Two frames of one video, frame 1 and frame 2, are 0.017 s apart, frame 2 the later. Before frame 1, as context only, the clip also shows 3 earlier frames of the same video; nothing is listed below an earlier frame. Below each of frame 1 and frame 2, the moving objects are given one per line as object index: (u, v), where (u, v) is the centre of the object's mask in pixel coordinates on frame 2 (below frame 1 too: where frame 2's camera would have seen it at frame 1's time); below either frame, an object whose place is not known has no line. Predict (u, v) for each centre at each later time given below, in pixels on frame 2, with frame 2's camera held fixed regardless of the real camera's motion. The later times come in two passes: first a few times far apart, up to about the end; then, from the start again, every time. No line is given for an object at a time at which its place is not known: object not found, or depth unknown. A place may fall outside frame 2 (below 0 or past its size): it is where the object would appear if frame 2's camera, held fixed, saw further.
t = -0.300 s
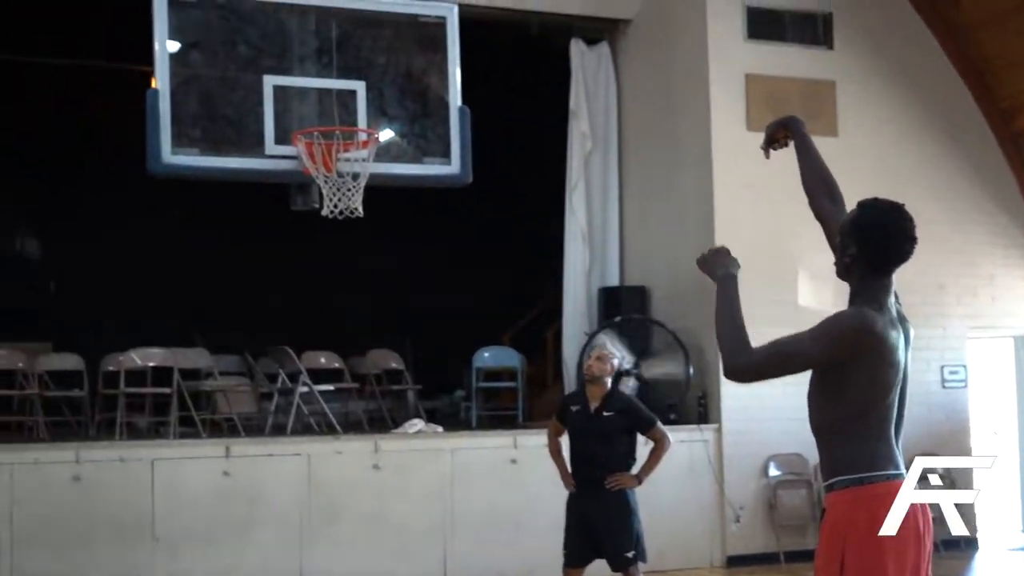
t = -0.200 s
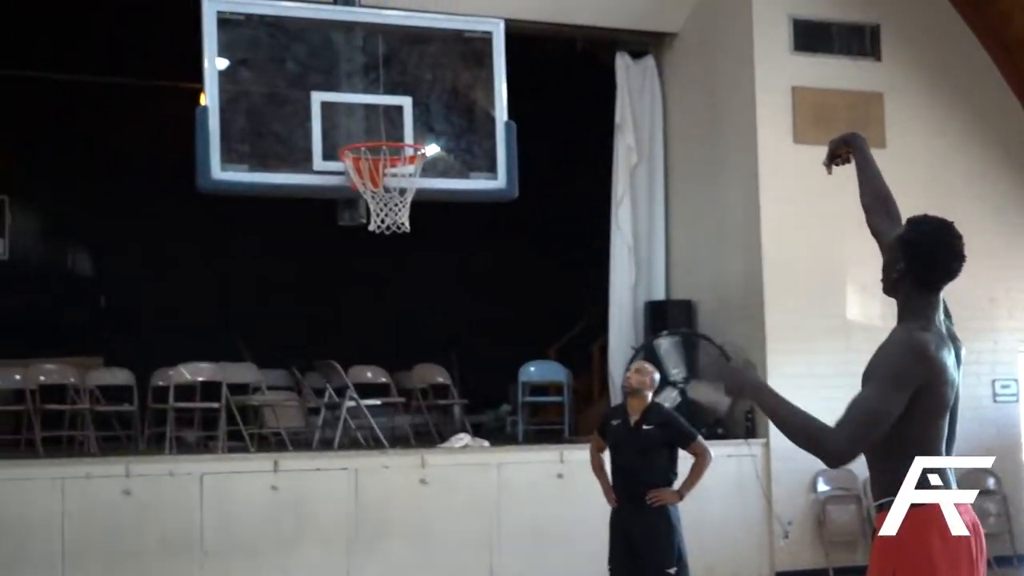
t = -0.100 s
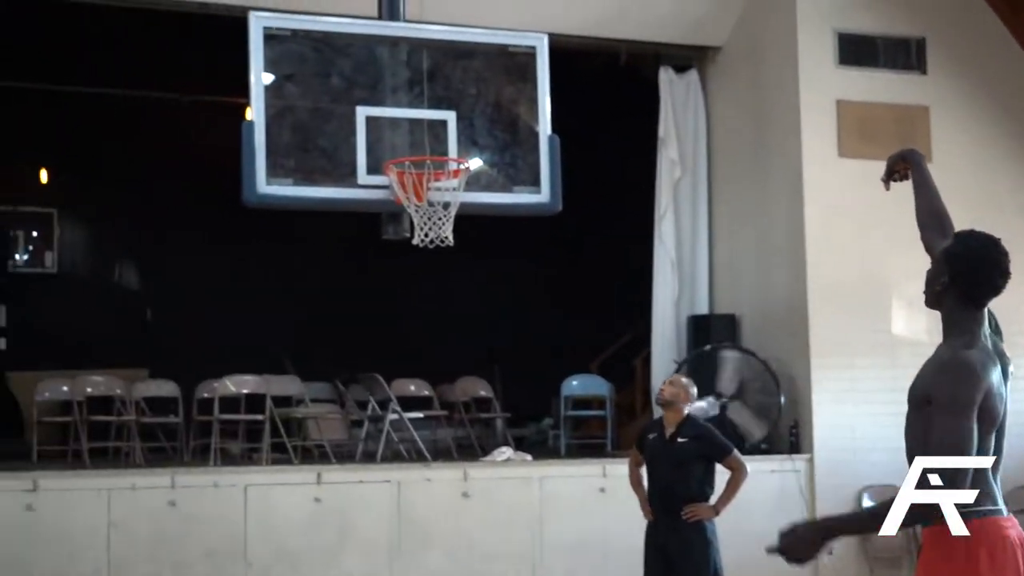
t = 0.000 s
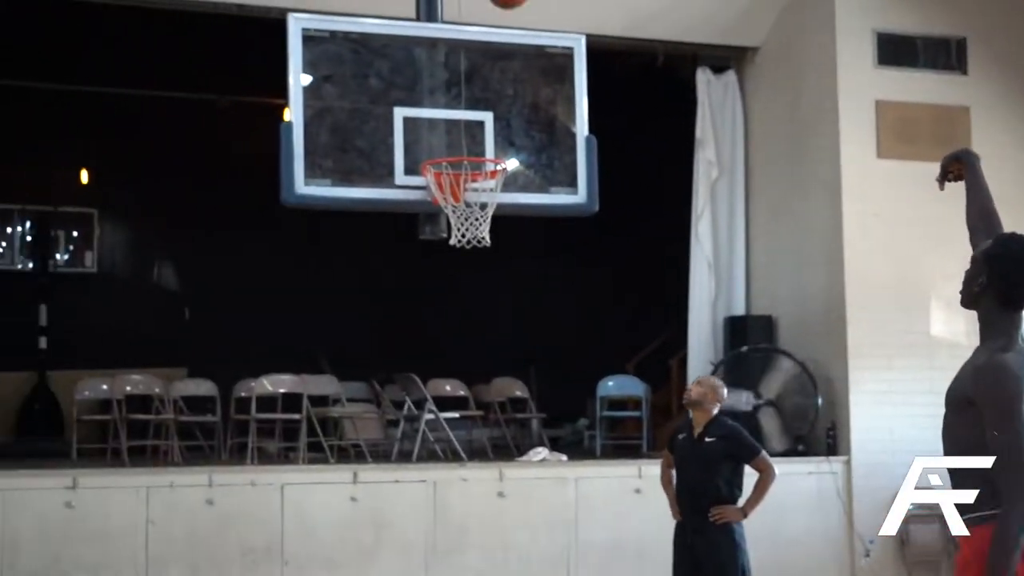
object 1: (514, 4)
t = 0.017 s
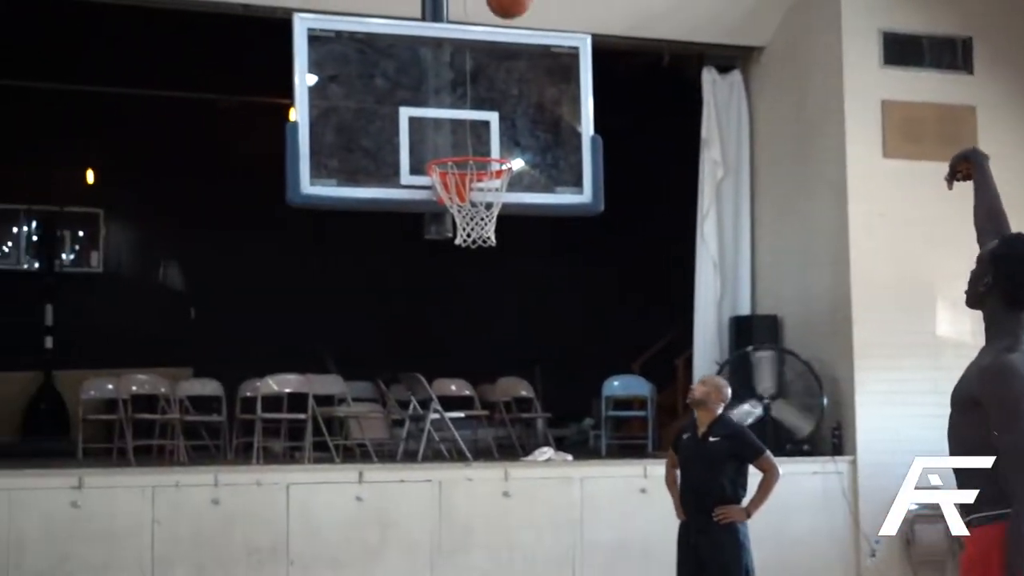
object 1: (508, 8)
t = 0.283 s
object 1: (466, 182)
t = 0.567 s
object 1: (510, 209)
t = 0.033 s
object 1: (503, 12)
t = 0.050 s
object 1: (497, 19)
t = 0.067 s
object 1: (493, 28)
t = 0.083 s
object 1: (488, 40)
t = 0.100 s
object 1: (483, 52)
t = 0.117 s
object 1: (479, 64)
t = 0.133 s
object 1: (474, 76)
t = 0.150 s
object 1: (469, 89)
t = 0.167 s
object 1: (465, 102)
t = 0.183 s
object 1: (460, 115)
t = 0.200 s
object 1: (456, 129)
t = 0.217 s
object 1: (452, 141)
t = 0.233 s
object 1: (449, 155)
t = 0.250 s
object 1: (451, 171)
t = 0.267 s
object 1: (457, 177)
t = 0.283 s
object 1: (466, 182)
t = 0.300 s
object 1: (477, 189)
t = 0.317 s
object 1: (481, 193)
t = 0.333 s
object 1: (489, 198)
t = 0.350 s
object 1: (495, 196)
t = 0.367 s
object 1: (486, 214)
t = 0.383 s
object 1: (491, 214)
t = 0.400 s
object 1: (501, 213)
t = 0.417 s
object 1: (503, 208)
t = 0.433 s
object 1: (505, 206)
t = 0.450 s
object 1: (507, 206)
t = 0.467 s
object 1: (507, 206)
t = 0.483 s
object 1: (508, 206)
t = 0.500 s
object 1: (509, 206)
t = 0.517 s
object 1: (509, 206)
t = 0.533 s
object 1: (510, 206)
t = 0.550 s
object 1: (510, 207)
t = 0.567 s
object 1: (510, 209)
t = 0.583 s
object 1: (511, 211)
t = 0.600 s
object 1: (510, 212)
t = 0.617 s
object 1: (510, 215)
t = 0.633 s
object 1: (511, 217)
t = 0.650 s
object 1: (511, 220)
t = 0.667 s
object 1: (511, 223)
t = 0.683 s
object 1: (510, 227)
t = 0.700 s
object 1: (510, 231)
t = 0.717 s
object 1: (508, 236)
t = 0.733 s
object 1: (508, 242)
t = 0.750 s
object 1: (508, 249)
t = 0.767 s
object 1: (508, 257)
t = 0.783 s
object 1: (508, 265)
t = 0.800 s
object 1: (508, 274)
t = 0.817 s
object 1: (508, 282)
